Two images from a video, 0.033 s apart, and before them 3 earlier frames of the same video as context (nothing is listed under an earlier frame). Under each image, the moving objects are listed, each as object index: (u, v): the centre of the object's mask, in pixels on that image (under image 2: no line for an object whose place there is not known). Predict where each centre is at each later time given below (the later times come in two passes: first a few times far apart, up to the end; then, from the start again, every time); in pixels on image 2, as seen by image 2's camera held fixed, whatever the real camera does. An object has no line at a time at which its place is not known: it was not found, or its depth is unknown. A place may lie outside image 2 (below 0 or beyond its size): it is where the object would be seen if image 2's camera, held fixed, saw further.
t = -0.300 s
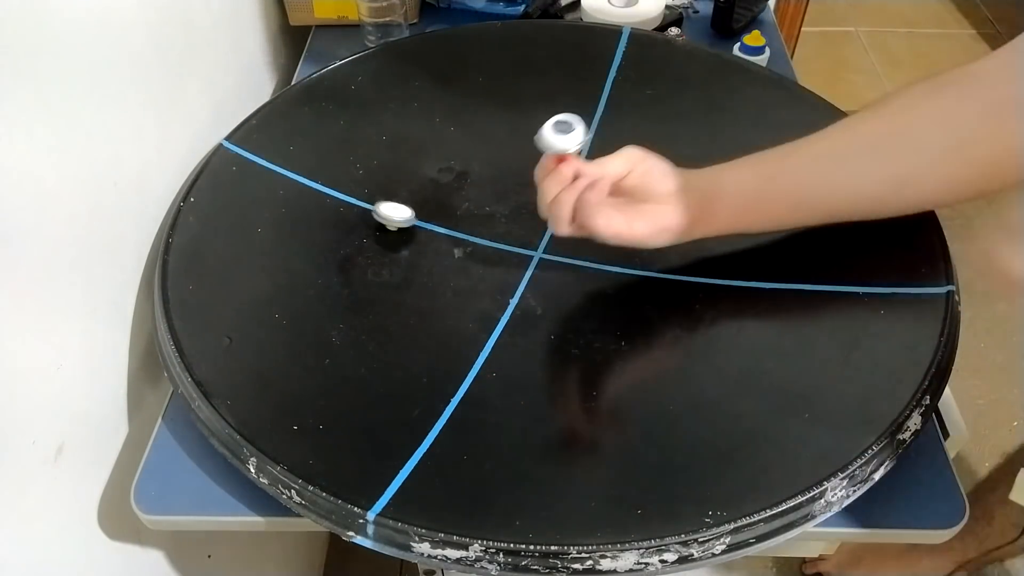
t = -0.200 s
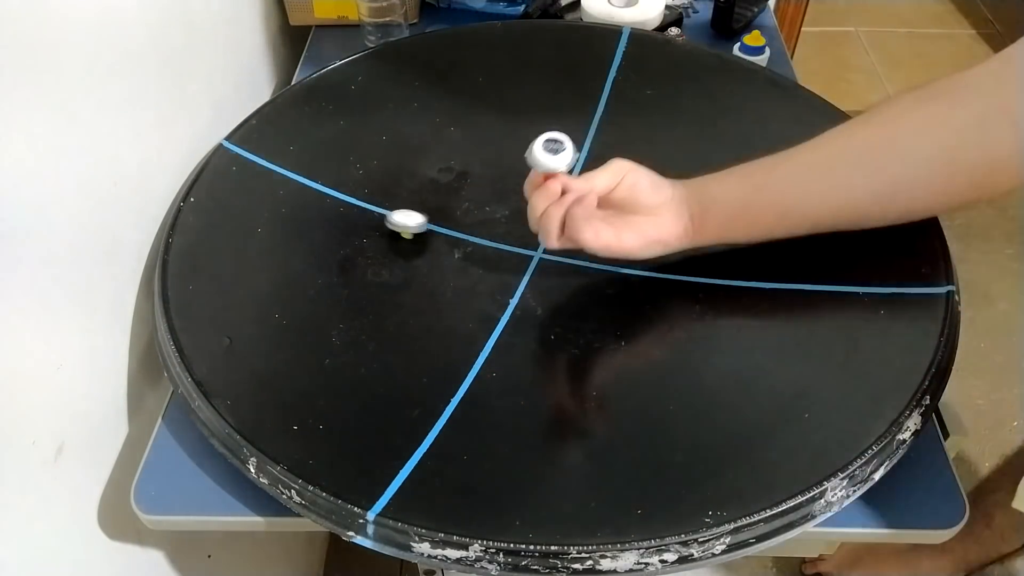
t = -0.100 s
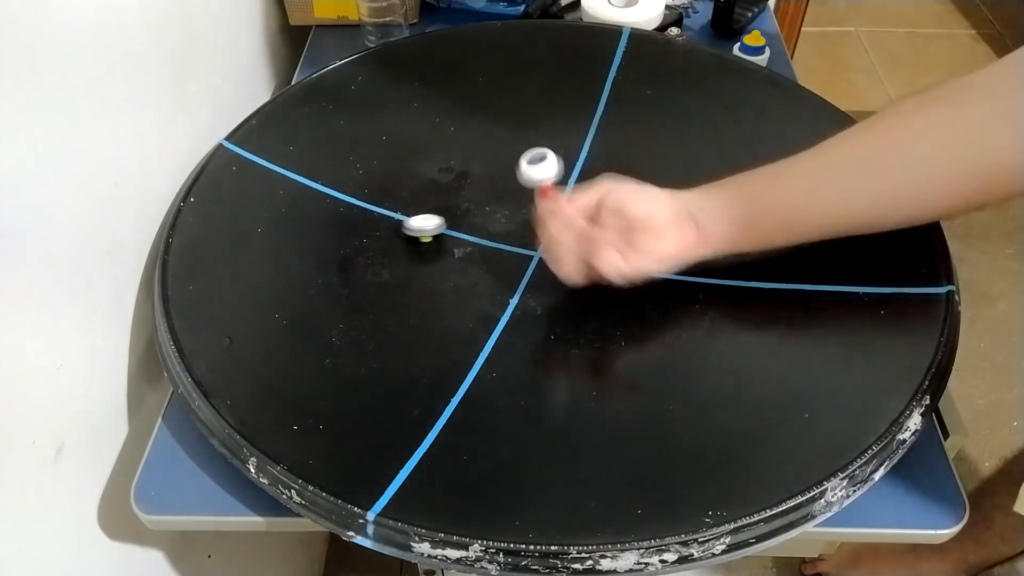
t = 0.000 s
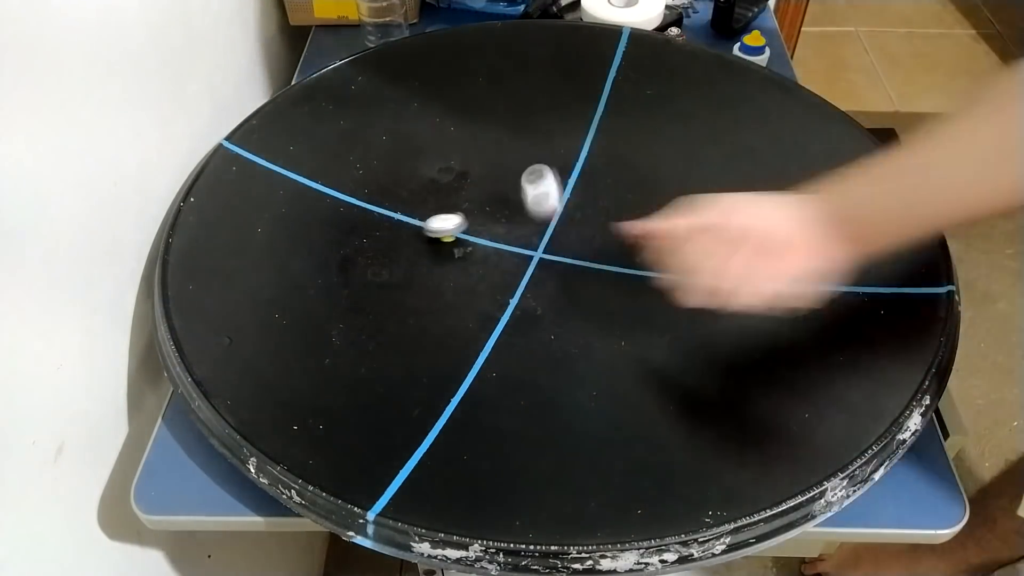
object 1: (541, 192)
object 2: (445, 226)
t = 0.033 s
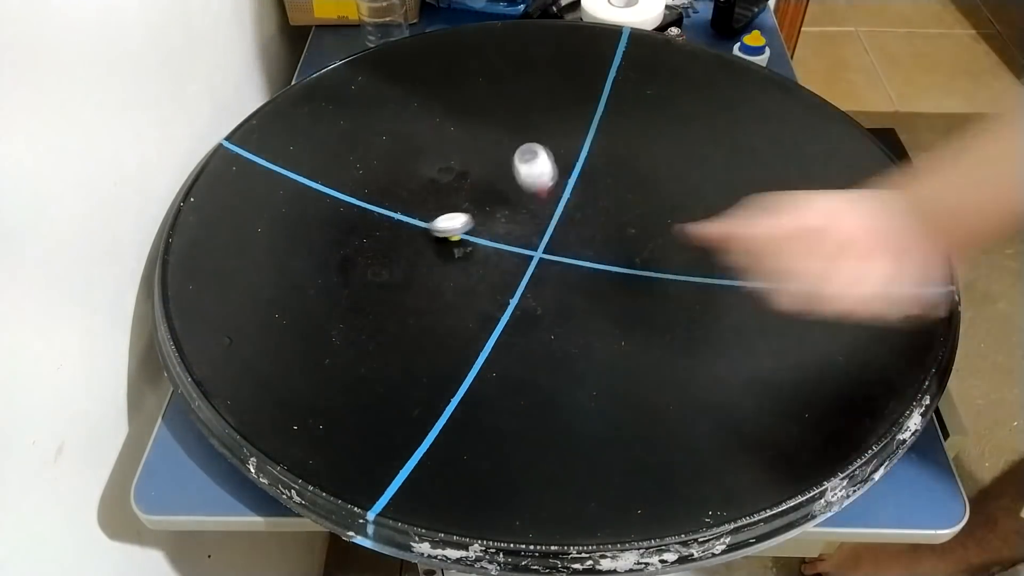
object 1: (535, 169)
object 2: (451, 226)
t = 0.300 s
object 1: (457, 140)
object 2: (492, 210)
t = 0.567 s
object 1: (362, 149)
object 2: (499, 197)
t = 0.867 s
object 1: (334, 221)
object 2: (478, 195)
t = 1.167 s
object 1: (456, 286)
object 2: (462, 216)
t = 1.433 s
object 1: (592, 258)
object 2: (472, 236)
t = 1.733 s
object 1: (619, 181)
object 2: (499, 238)
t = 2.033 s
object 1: (529, 155)
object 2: (506, 221)
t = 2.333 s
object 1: (419, 212)
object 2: (484, 215)
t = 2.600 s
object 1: (384, 292)
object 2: (464, 227)
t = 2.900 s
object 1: (470, 323)
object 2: (469, 246)
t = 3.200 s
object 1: (540, 251)
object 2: (492, 246)
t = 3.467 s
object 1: (513, 173)
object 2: (500, 232)
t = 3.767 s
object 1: (433, 155)
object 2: (483, 221)
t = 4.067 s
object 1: (394, 217)
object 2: (463, 231)
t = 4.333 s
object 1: (452, 279)
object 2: (464, 245)
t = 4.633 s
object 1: (558, 264)
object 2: (485, 248)
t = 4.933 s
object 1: (570, 198)
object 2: (497, 234)
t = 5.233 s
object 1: (491, 177)
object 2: (484, 224)
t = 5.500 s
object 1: (418, 217)
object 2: (468, 228)
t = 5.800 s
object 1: (416, 284)
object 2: (465, 242)
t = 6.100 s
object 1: (497, 283)
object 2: (480, 248)
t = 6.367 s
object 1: (600, 233)
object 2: (470, 232)
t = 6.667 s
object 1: (664, 179)
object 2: (455, 229)
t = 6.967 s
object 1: (577, 191)
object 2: (450, 238)
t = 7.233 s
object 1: (507, 256)
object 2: (462, 240)
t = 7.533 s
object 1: (527, 293)
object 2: (470, 230)
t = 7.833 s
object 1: (526, 262)
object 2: (461, 223)
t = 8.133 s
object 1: (451, 246)
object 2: (455, 222)
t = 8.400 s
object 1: (411, 262)
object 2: (463, 235)
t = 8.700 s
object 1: (434, 270)
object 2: (477, 231)
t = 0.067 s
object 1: (527, 154)
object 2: (458, 224)
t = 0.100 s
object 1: (520, 148)
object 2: (465, 223)
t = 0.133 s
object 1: (513, 151)
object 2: (470, 221)
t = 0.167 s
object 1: (504, 159)
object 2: (476, 219)
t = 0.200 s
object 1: (493, 151)
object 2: (481, 216)
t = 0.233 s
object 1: (482, 148)
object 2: (485, 214)
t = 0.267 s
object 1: (469, 147)
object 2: (489, 212)
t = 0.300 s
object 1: (457, 140)
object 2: (492, 210)
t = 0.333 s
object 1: (445, 140)
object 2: (495, 207)
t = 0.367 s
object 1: (432, 141)
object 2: (497, 206)
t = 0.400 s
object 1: (418, 141)
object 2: (498, 204)
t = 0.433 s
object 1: (406, 142)
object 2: (499, 202)
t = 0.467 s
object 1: (393, 143)
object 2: (500, 201)
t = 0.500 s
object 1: (382, 144)
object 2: (500, 200)
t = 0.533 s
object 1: (371, 146)
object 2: (500, 198)
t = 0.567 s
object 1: (362, 149)
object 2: (499, 197)
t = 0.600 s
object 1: (353, 153)
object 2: (498, 196)
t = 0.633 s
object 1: (345, 159)
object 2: (496, 195)
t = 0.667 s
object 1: (338, 166)
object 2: (494, 194)
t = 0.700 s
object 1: (333, 173)
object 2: (492, 193)
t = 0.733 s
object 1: (329, 181)
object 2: (489, 193)
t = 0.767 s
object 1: (328, 190)
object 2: (486, 193)
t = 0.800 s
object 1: (328, 200)
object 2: (484, 194)
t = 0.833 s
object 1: (329, 211)
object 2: (481, 194)
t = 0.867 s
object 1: (334, 221)
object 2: (478, 195)
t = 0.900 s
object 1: (340, 231)
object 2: (476, 197)
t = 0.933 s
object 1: (348, 241)
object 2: (473, 198)
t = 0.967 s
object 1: (358, 251)
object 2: (471, 200)
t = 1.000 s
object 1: (371, 259)
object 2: (468, 203)
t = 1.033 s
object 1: (385, 267)
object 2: (466, 205)
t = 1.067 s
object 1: (401, 274)
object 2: (465, 208)
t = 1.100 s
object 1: (419, 280)
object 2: (463, 211)
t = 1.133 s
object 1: (437, 284)
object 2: (463, 214)
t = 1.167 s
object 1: (456, 286)
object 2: (462, 216)
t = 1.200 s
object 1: (476, 287)
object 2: (462, 219)
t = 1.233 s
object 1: (495, 286)
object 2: (463, 222)
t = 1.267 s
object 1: (515, 285)
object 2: (463, 225)
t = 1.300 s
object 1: (533, 282)
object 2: (464, 228)
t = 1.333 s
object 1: (550, 277)
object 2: (466, 231)
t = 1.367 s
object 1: (565, 272)
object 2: (468, 233)
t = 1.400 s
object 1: (580, 265)
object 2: (470, 235)
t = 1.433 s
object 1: (592, 258)
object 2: (472, 236)
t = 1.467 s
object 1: (603, 250)
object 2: (474, 238)
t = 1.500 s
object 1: (612, 241)
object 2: (477, 240)
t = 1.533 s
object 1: (618, 233)
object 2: (481, 240)
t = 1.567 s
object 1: (623, 223)
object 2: (483, 241)
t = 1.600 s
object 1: (626, 214)
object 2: (487, 241)
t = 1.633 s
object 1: (627, 205)
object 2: (490, 241)
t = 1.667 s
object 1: (626, 197)
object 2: (493, 240)
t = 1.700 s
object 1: (623, 189)
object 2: (496, 239)
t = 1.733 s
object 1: (619, 181)
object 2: (499, 238)
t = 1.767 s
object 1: (613, 174)
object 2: (501, 237)
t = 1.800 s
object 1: (606, 168)
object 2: (503, 235)
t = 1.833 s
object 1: (597, 163)
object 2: (505, 233)
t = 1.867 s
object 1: (588, 159)
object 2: (507, 231)
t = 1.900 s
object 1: (577, 156)
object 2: (507, 229)
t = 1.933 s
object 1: (566, 154)
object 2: (508, 227)
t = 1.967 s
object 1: (554, 153)
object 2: (508, 225)
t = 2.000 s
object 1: (542, 154)
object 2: (508, 223)
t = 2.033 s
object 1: (529, 155)
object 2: (506, 221)
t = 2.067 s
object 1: (516, 157)
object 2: (505, 219)
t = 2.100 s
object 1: (503, 161)
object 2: (503, 218)
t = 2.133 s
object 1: (490, 166)
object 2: (501, 217)
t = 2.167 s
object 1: (477, 171)
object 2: (498, 215)
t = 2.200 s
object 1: (465, 178)
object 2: (496, 215)
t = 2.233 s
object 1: (453, 185)
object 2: (493, 214)
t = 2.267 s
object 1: (441, 194)
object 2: (490, 214)
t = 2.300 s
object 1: (430, 202)
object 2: (487, 214)
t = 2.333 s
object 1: (419, 212)
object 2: (484, 215)
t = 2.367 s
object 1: (410, 222)
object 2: (480, 215)
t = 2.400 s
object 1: (401, 232)
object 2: (477, 216)
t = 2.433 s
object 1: (394, 242)
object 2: (474, 218)
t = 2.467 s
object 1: (389, 254)
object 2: (471, 219)
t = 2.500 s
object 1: (385, 264)
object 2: (469, 221)
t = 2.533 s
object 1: (382, 274)
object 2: (467, 222)
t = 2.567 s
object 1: (382, 283)
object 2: (465, 225)
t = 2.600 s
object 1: (384, 292)
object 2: (464, 227)
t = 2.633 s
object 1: (388, 301)
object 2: (463, 229)
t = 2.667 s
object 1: (394, 308)
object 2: (462, 232)
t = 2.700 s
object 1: (402, 314)
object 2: (462, 234)
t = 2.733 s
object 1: (411, 320)
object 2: (463, 236)
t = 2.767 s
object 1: (421, 323)
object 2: (463, 239)
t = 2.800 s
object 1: (433, 325)
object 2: (464, 241)
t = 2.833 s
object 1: (445, 326)
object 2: (466, 243)
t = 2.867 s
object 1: (458, 325)
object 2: (467, 244)
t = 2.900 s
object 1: (470, 323)
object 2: (469, 246)
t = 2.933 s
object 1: (481, 318)
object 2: (471, 247)
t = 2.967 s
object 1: (494, 313)
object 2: (474, 248)
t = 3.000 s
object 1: (505, 307)
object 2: (476, 249)
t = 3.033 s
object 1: (514, 300)
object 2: (479, 249)
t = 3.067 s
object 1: (522, 292)
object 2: (482, 249)
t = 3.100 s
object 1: (529, 283)
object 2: (484, 249)
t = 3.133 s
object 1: (534, 273)
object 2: (487, 248)
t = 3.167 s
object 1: (538, 262)
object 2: (490, 247)
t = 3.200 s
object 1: (540, 251)
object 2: (492, 246)
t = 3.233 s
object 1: (541, 239)
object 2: (494, 245)
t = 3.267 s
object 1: (540, 229)
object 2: (496, 243)
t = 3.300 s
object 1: (538, 217)
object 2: (498, 241)
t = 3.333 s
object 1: (535, 207)
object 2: (499, 239)
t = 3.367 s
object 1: (532, 198)
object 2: (500, 238)
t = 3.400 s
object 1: (527, 188)
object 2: (501, 236)
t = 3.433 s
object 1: (521, 180)
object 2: (501, 234)
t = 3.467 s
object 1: (513, 173)
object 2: (500, 232)
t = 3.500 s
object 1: (506, 167)
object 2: (500, 230)
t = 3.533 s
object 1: (497, 161)
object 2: (498, 228)
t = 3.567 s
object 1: (489, 157)
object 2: (496, 227)
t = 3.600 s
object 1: (480, 154)
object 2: (495, 225)
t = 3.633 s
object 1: (470, 151)
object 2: (493, 224)
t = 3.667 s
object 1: (461, 150)
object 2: (490, 223)
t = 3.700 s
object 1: (452, 151)
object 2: (489, 222)
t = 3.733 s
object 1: (442, 153)
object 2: (486, 222)
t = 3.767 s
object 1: (433, 155)
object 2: (483, 221)
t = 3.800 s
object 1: (425, 159)
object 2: (481, 222)
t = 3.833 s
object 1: (417, 162)
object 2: (478, 222)
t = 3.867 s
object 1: (410, 168)
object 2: (475, 222)
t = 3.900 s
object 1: (405, 175)
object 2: (473, 223)
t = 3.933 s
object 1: (400, 182)
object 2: (470, 224)
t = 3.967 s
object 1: (396, 190)
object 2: (468, 226)
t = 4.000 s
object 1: (394, 198)
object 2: (465, 227)
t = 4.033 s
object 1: (393, 208)
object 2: (464, 229)
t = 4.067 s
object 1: (394, 217)
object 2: (463, 231)
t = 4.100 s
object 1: (396, 226)
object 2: (461, 233)
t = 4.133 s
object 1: (400, 236)
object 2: (461, 234)
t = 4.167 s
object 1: (405, 245)
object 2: (460, 237)
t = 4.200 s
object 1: (412, 253)
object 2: (460, 238)
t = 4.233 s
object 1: (420, 261)
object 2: (461, 240)
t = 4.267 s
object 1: (429, 268)
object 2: (461, 242)
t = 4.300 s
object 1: (440, 274)
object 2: (463, 243)
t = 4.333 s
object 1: (452, 279)
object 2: (464, 245)
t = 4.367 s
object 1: (464, 282)
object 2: (465, 246)
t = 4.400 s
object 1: (477, 285)
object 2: (468, 247)
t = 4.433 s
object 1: (490, 285)
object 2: (469, 248)
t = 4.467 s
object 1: (502, 283)
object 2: (472, 248)
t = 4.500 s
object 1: (516, 282)
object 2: (474, 249)
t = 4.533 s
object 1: (528, 279)
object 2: (476, 249)
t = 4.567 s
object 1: (539, 275)
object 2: (480, 249)
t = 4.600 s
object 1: (550, 270)
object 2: (482, 249)
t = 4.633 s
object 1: (558, 264)
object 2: (485, 248)
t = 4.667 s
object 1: (566, 257)
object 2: (487, 247)
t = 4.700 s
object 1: (572, 249)
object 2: (490, 246)
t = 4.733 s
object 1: (576, 241)
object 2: (492, 245)
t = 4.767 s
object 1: (579, 235)
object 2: (493, 243)
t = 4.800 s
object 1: (580, 228)
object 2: (495, 241)
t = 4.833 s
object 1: (580, 219)
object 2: (496, 240)
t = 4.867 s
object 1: (578, 212)
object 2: (497, 238)
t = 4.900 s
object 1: (575, 205)
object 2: (498, 236)
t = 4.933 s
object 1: (570, 198)
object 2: (497, 234)
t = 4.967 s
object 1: (564, 193)
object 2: (497, 233)
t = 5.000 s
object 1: (557, 188)
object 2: (496, 231)
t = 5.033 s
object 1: (549, 183)
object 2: (496, 230)
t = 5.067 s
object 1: (541, 180)
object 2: (494, 228)
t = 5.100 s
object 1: (531, 177)
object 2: (493, 227)
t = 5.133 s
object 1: (521, 175)
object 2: (491, 226)
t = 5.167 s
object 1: (511, 175)
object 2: (488, 225)
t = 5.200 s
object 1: (501, 176)
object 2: (487, 224)
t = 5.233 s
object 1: (491, 177)
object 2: (484, 224)
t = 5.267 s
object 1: (480, 179)
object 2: (482, 224)
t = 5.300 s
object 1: (470, 183)
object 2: (479, 223)
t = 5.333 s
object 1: (460, 187)
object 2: (477, 223)
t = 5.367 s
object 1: (450, 192)
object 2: (474, 224)
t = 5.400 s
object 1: (441, 198)
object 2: (473, 224)
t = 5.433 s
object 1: (432, 203)
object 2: (471, 225)
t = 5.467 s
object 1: (424, 210)
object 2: (469, 226)
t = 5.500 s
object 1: (418, 217)
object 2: (468, 228)
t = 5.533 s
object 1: (412, 224)
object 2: (465, 229)
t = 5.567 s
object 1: (408, 232)
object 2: (465, 230)
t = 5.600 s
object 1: (404, 241)
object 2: (463, 232)
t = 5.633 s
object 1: (403, 249)
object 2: (463, 234)
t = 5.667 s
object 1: (403, 257)
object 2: (462, 236)
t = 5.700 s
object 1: (404, 265)
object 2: (463, 237)
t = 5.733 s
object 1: (406, 272)
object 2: (463, 239)
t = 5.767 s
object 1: (410, 278)
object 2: (463, 240)
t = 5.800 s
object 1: (416, 284)
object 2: (465, 242)
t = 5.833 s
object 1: (423, 288)
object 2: (465, 243)
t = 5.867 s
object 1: (431, 292)
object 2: (467, 244)
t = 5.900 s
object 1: (440, 294)
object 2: (468, 245)
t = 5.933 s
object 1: (450, 295)
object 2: (470, 246)
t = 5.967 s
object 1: (460, 295)
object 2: (471, 246)
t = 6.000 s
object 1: (470, 294)
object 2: (474, 247)
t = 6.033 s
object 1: (480, 292)
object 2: (476, 247)
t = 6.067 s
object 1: (489, 288)
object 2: (478, 247)
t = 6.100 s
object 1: (497, 283)
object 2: (480, 248)
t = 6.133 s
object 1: (504, 277)
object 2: (483, 247)
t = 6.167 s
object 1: (510, 271)
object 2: (484, 246)
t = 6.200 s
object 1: (517, 263)
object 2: (486, 245)
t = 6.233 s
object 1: (521, 256)
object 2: (488, 244)
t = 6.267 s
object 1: (536, 250)
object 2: (484, 240)
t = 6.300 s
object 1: (560, 243)
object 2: (477, 238)
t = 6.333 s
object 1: (581, 237)
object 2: (473, 235)
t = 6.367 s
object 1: (600, 233)
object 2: (470, 232)
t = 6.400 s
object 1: (617, 225)
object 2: (469, 230)
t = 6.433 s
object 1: (632, 218)
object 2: (466, 230)
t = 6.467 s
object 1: (645, 212)
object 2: (466, 229)
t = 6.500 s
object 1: (654, 207)
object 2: (463, 228)
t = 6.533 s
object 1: (660, 200)
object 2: (462, 228)
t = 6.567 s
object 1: (665, 194)
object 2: (459, 228)
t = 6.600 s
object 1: (667, 188)
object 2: (458, 228)
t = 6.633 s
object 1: (666, 183)
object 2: (456, 228)
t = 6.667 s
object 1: (664, 179)
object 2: (455, 229)
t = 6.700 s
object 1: (660, 175)
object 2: (453, 229)
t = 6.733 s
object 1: (654, 172)
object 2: (451, 230)
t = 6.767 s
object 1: (646, 172)
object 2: (451, 231)
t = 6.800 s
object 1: (637, 172)
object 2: (449, 232)
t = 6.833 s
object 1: (626, 173)
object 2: (449, 233)
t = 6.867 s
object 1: (615, 176)
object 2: (448, 234)
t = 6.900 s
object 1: (602, 180)
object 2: (449, 235)
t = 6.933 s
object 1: (590, 185)
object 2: (448, 236)
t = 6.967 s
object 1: (577, 191)
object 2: (450, 238)
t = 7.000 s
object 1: (565, 198)
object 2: (450, 238)
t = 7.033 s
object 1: (553, 205)
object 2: (452, 240)
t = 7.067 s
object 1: (543, 213)
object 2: (453, 240)
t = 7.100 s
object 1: (532, 221)
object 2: (455, 241)
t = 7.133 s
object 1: (524, 230)
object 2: (457, 240)
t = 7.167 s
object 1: (517, 238)
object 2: (458, 241)
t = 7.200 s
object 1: (511, 248)
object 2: (461, 241)
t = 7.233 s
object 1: (507, 256)
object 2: (462, 240)
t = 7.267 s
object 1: (504, 264)
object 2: (464, 240)
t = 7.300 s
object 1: (503, 271)
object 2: (465, 239)
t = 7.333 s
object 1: (504, 277)
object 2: (467, 239)
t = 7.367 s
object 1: (507, 282)
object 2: (469, 237)
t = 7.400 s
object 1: (510, 287)
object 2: (469, 236)
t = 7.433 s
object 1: (515, 290)
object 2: (471, 234)
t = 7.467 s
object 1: (519, 292)
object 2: (471, 234)
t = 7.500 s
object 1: (523, 293)
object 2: (472, 232)
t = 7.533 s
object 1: (527, 293)
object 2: (470, 230)
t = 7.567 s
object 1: (530, 292)
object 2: (471, 229)
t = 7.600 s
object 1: (533, 290)
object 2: (470, 228)
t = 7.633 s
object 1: (536, 286)
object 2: (470, 227)
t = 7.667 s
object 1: (537, 282)
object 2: (469, 225)
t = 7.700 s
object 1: (537, 279)
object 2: (467, 225)
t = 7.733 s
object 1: (536, 276)
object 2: (467, 224)
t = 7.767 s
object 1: (534, 271)
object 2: (464, 224)
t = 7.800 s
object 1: (531, 268)
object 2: (464, 223)
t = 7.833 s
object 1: (526, 262)
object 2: (461, 223)
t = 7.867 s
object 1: (519, 258)
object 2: (461, 223)
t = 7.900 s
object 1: (513, 255)
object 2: (459, 223)
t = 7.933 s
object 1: (505, 252)
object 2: (458, 224)
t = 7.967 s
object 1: (497, 249)
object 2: (458, 223)
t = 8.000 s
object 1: (488, 247)
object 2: (455, 224)
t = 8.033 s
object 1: (479, 246)
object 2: (454, 223)
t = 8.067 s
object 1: (470, 245)
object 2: (452, 223)
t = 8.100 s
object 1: (460, 246)
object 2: (453, 222)
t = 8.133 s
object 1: (451, 246)
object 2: (455, 222)
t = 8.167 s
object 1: (443, 247)
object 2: (457, 225)
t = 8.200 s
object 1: (435, 247)
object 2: (458, 228)
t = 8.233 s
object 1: (428, 249)
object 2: (457, 230)
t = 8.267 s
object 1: (423, 251)
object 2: (458, 232)
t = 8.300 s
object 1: (419, 253)
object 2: (457, 233)
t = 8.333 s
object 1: (415, 256)
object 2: (460, 234)
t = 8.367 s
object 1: (413, 259)
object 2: (461, 234)
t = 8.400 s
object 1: (411, 262)
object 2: (463, 235)
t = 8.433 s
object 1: (411, 265)
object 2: (465, 235)
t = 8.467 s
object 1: (412, 267)
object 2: (466, 235)
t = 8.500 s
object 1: (414, 269)
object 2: (469, 235)
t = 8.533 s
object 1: (416, 271)
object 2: (470, 234)
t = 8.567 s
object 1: (419, 272)
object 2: (472, 234)
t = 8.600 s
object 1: (423, 272)
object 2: (473, 234)
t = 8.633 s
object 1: (427, 272)
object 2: (474, 233)
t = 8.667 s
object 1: (430, 272)
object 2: (476, 232)
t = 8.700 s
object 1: (434, 270)
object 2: (477, 231)
